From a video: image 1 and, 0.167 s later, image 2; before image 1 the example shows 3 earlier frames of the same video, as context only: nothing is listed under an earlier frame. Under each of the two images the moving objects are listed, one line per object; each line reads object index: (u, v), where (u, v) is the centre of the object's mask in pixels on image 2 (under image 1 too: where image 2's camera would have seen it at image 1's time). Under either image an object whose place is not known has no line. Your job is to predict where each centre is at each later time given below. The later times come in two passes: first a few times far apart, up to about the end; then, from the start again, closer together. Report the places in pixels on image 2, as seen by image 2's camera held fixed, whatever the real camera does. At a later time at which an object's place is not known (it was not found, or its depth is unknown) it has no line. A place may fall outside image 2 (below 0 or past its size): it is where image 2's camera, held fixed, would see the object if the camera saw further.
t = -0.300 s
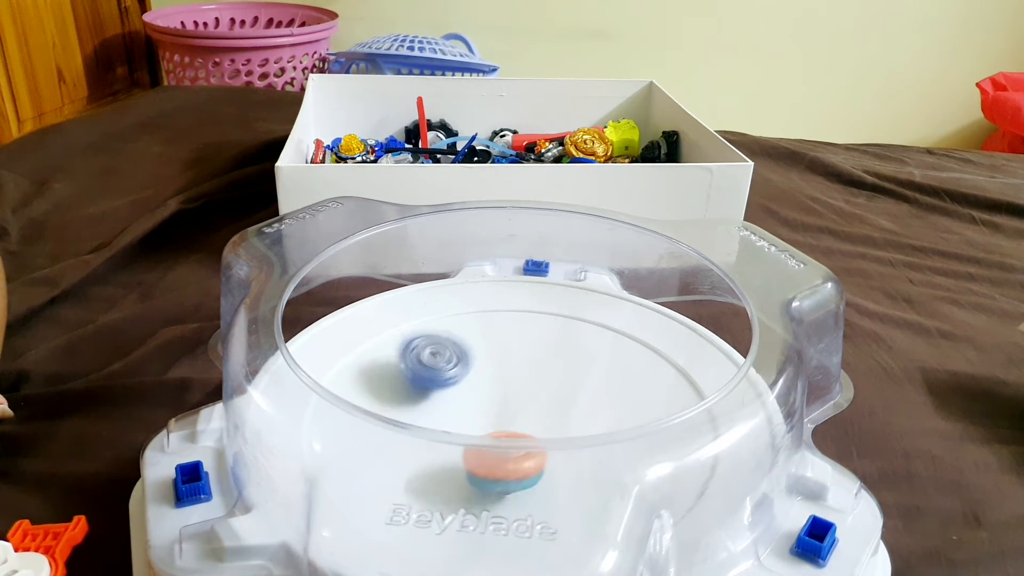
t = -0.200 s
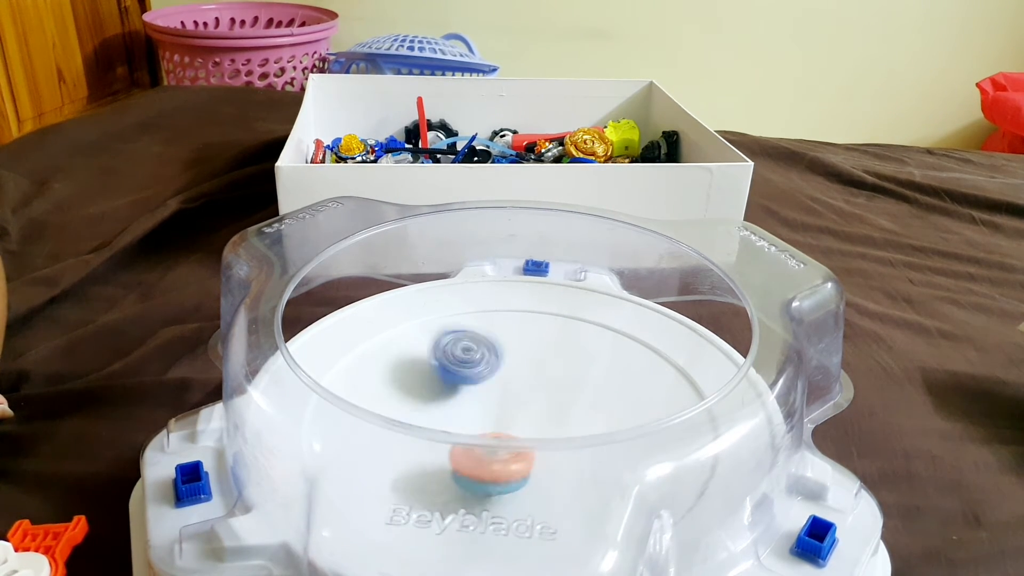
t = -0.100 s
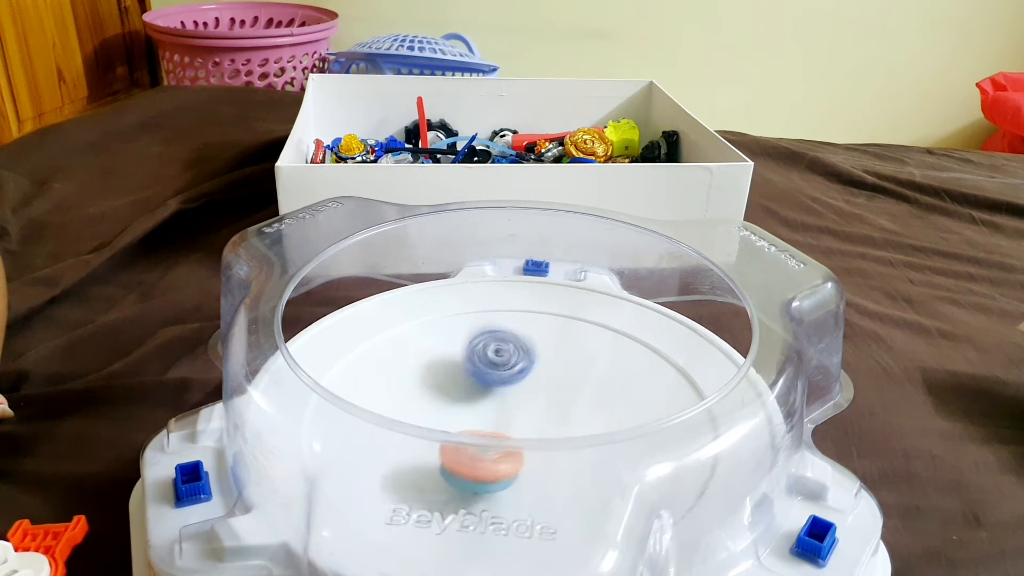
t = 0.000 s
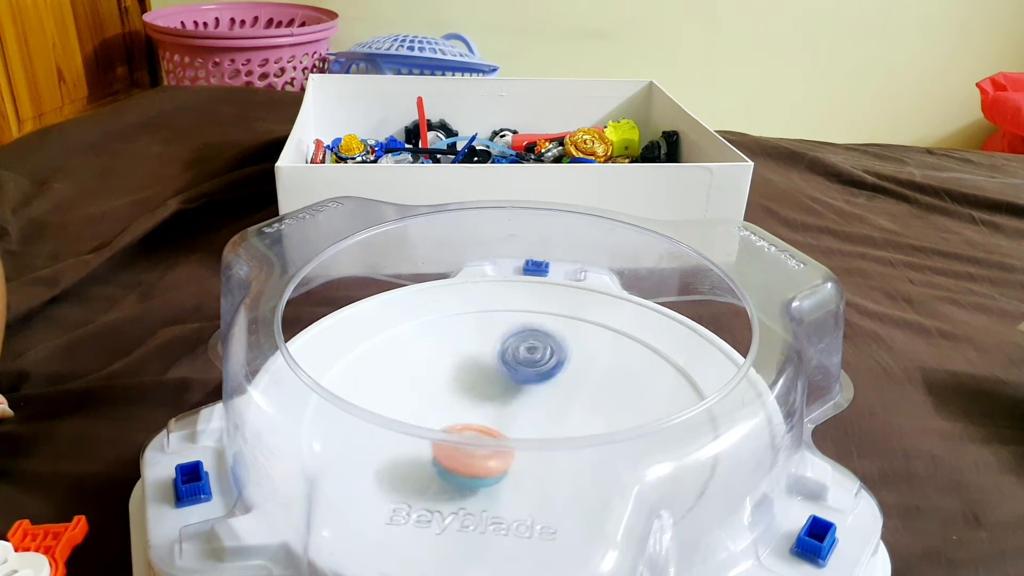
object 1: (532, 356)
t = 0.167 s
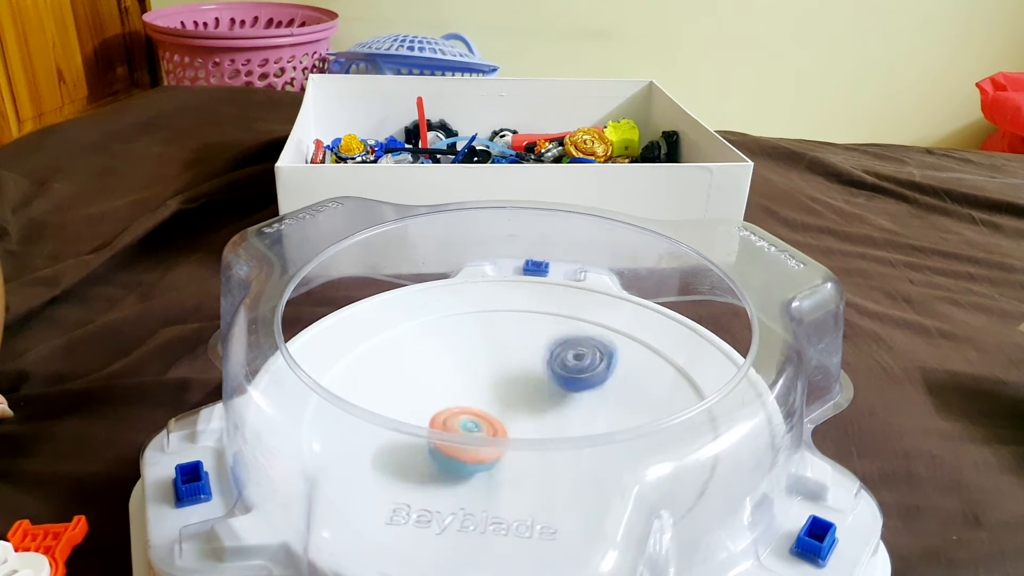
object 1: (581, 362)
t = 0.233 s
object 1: (595, 370)
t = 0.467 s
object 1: (624, 409)
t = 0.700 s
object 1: (607, 462)
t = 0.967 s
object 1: (516, 482)
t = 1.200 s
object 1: (432, 464)
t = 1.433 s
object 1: (403, 420)
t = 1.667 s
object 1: (431, 383)
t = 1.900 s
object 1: (493, 371)
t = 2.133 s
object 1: (563, 376)
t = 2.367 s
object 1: (610, 405)
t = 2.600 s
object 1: (615, 449)
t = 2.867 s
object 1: (536, 470)
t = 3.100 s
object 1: (454, 461)
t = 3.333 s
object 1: (414, 419)
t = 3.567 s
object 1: (434, 386)
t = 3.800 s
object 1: (493, 377)
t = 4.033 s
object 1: (547, 384)
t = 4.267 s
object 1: (565, 414)
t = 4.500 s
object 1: (556, 438)
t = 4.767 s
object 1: (543, 463)
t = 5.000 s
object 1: (503, 456)
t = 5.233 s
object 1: (484, 457)
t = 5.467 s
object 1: (486, 452)
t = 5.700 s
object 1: (457, 447)
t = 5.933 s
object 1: (478, 455)
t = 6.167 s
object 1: (478, 453)
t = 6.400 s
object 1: (479, 454)
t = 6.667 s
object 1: (479, 455)
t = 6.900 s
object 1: (479, 455)
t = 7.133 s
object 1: (474, 452)
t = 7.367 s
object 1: (470, 449)
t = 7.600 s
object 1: (473, 450)
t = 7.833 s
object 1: (471, 449)
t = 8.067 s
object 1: (468, 449)
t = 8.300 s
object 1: (468, 449)
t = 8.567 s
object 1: (471, 450)
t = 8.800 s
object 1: (470, 450)
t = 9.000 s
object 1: (469, 449)
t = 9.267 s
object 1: (469, 449)
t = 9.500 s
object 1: (471, 450)
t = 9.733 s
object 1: (469, 448)
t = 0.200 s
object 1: (588, 366)
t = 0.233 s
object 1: (595, 370)
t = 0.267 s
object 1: (602, 377)
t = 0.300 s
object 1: (607, 382)
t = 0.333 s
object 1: (610, 388)
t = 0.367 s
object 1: (614, 395)
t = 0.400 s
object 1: (619, 400)
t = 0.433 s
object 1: (622, 405)
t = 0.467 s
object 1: (624, 409)
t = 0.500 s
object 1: (625, 413)
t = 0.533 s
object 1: (628, 425)
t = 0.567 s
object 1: (626, 430)
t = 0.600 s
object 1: (623, 442)
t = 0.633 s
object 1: (618, 450)
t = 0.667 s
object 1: (615, 460)
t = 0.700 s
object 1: (607, 462)
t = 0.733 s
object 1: (599, 466)
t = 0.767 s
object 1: (590, 470)
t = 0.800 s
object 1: (580, 473)
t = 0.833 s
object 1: (567, 476)
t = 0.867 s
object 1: (554, 478)
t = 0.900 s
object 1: (541, 481)
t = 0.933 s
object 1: (528, 480)
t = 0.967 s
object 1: (516, 482)
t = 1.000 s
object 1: (503, 480)
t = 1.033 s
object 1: (491, 479)
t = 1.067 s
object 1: (477, 477)
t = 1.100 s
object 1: (465, 474)
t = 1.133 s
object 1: (454, 470)
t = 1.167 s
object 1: (442, 468)
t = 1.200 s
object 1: (432, 464)
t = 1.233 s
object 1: (422, 460)
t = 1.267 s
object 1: (415, 456)
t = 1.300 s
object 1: (409, 453)
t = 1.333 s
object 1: (405, 443)
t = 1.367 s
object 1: (403, 436)
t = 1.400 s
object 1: (404, 422)
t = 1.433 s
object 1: (403, 420)
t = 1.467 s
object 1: (405, 416)
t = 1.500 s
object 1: (411, 404)
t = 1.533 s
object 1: (413, 401)
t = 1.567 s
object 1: (414, 397)
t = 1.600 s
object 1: (419, 393)
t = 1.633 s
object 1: (425, 387)
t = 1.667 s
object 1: (431, 383)
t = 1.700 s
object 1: (438, 379)
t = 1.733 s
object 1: (447, 376)
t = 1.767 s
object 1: (454, 374)
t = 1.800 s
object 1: (464, 372)
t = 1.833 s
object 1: (474, 371)
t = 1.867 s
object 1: (483, 371)
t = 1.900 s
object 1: (493, 371)
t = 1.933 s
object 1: (504, 370)
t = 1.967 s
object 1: (513, 370)
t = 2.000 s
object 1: (524, 370)
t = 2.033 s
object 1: (535, 371)
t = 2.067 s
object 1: (544, 371)
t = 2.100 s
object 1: (554, 374)
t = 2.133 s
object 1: (563, 376)
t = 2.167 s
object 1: (571, 378)
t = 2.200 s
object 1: (579, 383)
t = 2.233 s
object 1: (587, 388)
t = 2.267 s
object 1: (593, 392)
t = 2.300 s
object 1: (599, 398)
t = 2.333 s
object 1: (604, 402)
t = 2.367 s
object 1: (610, 405)
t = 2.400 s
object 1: (615, 409)
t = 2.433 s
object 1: (619, 412)
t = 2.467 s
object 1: (619, 414)
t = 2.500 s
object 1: (621, 427)
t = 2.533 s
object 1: (620, 430)
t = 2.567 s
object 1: (617, 442)
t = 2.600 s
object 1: (615, 449)
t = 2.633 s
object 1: (608, 454)
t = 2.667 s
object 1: (600, 462)
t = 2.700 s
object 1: (593, 465)
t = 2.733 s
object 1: (583, 466)
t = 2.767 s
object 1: (573, 468)
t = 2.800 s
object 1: (563, 469)
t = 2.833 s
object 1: (551, 470)
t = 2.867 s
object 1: (536, 470)
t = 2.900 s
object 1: (527, 471)
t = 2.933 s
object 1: (517, 471)
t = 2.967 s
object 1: (505, 470)
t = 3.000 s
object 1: (492, 468)
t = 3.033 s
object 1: (482, 466)
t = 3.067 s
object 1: (470, 464)
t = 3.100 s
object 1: (454, 461)
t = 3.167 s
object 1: (437, 452)
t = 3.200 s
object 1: (430, 445)
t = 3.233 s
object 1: (424, 440)
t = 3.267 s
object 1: (419, 427)
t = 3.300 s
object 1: (416, 425)
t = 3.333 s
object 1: (414, 419)
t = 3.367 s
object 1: (416, 408)
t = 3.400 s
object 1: (417, 405)
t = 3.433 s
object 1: (416, 401)
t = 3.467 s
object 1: (419, 398)
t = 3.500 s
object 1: (422, 395)
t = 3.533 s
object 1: (425, 392)
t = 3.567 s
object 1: (434, 386)
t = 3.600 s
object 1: (439, 385)
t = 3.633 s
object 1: (446, 383)
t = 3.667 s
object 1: (455, 381)
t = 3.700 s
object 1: (465, 381)
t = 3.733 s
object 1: (474, 380)
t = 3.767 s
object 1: (482, 381)
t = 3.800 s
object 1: (493, 377)
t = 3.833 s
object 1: (500, 376)
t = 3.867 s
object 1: (513, 375)
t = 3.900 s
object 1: (519, 376)
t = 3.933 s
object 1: (525, 376)
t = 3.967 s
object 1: (533, 376)
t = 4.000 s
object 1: (542, 380)
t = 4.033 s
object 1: (547, 384)
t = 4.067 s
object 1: (551, 387)
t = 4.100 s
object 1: (556, 391)
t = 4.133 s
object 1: (559, 398)
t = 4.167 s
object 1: (560, 403)
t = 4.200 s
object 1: (561, 408)
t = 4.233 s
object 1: (562, 411)
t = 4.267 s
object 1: (565, 414)
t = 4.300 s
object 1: (570, 416)
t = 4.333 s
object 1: (570, 417)
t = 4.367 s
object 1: (569, 420)
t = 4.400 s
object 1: (568, 431)
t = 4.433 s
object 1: (568, 432)
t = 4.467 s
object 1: (558, 438)
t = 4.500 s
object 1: (556, 438)
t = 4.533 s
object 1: (558, 451)
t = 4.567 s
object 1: (556, 453)
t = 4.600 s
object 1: (557, 456)
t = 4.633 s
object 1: (556, 459)
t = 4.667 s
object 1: (554, 467)
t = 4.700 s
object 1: (554, 467)
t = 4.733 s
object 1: (548, 468)
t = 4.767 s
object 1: (543, 463)
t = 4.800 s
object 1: (536, 469)
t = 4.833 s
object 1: (532, 468)
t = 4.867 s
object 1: (527, 468)
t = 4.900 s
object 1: (518, 468)
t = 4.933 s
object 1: (514, 461)
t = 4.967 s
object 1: (507, 459)
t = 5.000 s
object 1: (503, 456)
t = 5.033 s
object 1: (488, 460)
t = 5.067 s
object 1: (473, 470)
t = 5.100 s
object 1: (472, 467)
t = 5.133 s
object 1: (486, 458)
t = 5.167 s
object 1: (483, 464)
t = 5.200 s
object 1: (482, 459)
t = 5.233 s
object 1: (484, 457)
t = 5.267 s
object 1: (488, 454)
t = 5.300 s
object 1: (492, 454)
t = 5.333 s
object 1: (493, 455)
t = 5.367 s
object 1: (494, 452)
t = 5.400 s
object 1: (496, 452)
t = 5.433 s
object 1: (493, 454)
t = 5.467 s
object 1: (486, 452)
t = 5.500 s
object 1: (484, 450)
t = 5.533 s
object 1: (486, 450)
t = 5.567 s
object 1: (474, 451)
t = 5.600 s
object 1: (462, 450)
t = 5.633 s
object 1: (459, 447)
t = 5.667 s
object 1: (459, 447)
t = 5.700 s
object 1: (457, 447)
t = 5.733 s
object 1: (457, 447)
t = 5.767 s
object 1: (458, 447)
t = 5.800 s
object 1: (458, 448)
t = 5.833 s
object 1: (461, 448)
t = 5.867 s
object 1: (467, 448)
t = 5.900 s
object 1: (474, 451)
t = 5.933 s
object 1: (478, 455)
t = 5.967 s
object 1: (482, 455)
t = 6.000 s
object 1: (483, 456)
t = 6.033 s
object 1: (482, 456)
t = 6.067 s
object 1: (481, 456)
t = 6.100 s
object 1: (479, 454)
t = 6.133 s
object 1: (478, 453)
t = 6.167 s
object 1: (478, 453)
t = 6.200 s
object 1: (479, 454)
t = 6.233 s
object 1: (480, 455)
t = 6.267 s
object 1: (480, 455)
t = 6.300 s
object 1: (481, 455)
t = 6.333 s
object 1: (481, 455)
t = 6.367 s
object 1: (480, 455)
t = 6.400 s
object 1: (479, 454)
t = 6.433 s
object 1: (479, 454)
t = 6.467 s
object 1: (479, 454)
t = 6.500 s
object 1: (479, 454)
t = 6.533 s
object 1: (479, 454)
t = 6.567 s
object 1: (479, 455)
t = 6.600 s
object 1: (479, 455)
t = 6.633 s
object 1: (479, 455)
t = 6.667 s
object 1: (479, 455)
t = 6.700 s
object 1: (479, 455)
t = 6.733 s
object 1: (479, 454)
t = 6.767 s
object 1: (479, 455)
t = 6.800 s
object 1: (479, 455)
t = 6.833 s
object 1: (479, 455)
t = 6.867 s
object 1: (479, 455)
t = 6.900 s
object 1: (479, 455)
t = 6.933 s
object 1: (479, 455)
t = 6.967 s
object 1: (479, 454)
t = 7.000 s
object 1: (473, 452)
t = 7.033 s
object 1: (471, 450)
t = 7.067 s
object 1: (471, 449)
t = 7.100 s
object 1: (473, 450)
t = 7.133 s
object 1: (474, 452)
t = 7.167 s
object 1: (474, 452)
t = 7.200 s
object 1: (474, 452)
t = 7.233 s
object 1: (474, 451)
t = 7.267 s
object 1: (473, 451)
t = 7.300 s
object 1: (471, 450)
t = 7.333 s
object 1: (470, 449)
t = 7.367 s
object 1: (470, 449)
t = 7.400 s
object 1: (471, 449)
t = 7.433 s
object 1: (472, 449)
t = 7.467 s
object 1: (472, 450)
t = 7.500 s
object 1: (473, 450)
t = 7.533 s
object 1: (473, 450)
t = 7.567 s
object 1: (473, 450)
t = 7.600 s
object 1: (473, 450)
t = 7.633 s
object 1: (473, 450)
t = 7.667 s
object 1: (473, 450)
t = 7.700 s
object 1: (473, 450)
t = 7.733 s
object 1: (472, 449)
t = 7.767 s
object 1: (471, 449)
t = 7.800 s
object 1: (471, 449)
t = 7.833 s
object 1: (471, 449)
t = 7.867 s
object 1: (473, 450)
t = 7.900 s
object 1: (471, 450)
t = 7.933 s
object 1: (470, 450)
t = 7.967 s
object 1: (469, 450)
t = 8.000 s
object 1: (469, 449)
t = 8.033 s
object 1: (469, 449)
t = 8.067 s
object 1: (468, 449)
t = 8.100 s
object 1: (468, 449)
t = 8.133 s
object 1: (468, 449)
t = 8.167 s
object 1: (468, 448)
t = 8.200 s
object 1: (468, 448)
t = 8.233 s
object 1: (468, 448)
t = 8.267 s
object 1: (468, 449)
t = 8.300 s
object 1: (468, 449)
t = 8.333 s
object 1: (468, 449)
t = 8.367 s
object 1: (469, 449)
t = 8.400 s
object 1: (468, 449)
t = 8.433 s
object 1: (469, 449)
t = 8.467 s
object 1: (469, 449)
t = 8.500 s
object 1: (470, 450)
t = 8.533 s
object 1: (470, 450)
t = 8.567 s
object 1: (471, 450)
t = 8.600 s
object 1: (470, 450)
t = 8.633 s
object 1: (469, 449)
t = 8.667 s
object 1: (469, 449)
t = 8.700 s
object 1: (469, 449)
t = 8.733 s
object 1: (469, 449)
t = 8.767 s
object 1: (470, 450)
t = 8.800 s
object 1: (470, 450)
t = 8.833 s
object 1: (470, 450)
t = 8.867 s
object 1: (470, 450)
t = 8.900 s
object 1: (469, 450)
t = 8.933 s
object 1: (469, 449)
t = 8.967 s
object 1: (469, 449)
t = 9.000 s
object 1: (469, 449)
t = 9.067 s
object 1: (469, 449)
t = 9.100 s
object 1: (469, 449)
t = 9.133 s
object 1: (469, 449)
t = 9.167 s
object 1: (469, 449)
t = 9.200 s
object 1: (469, 449)
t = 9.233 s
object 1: (469, 449)
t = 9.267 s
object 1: (469, 449)
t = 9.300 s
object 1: (469, 449)
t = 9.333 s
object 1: (469, 449)
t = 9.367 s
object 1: (469, 449)
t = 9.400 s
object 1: (469, 449)
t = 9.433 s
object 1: (468, 449)
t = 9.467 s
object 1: (469, 449)
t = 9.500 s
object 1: (471, 450)
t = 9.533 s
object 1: (472, 451)
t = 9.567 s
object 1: (472, 451)
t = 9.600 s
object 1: (473, 452)
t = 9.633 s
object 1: (472, 451)
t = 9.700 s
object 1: (471, 450)
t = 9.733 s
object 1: (469, 448)
